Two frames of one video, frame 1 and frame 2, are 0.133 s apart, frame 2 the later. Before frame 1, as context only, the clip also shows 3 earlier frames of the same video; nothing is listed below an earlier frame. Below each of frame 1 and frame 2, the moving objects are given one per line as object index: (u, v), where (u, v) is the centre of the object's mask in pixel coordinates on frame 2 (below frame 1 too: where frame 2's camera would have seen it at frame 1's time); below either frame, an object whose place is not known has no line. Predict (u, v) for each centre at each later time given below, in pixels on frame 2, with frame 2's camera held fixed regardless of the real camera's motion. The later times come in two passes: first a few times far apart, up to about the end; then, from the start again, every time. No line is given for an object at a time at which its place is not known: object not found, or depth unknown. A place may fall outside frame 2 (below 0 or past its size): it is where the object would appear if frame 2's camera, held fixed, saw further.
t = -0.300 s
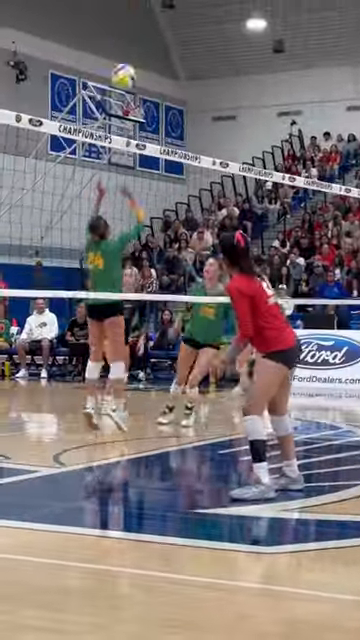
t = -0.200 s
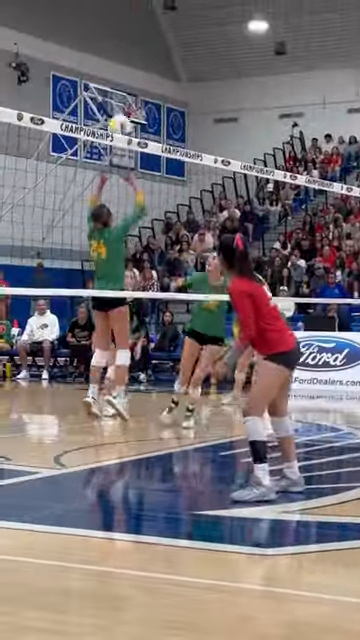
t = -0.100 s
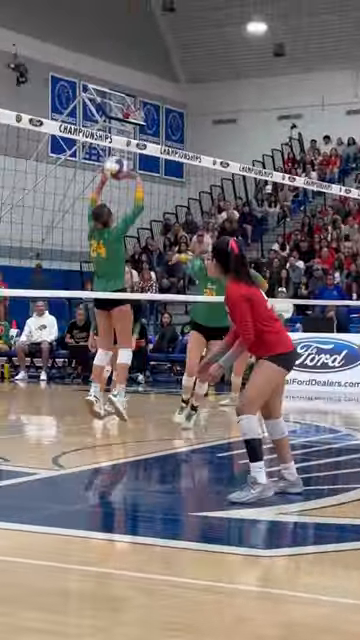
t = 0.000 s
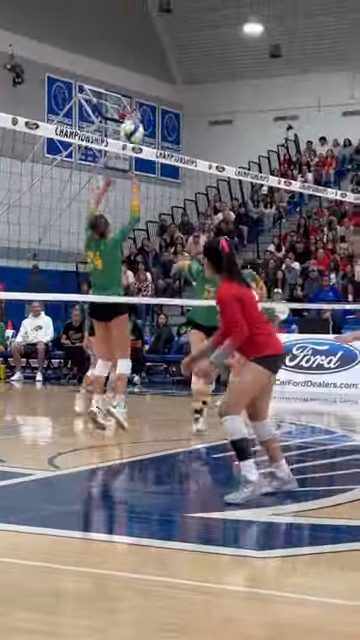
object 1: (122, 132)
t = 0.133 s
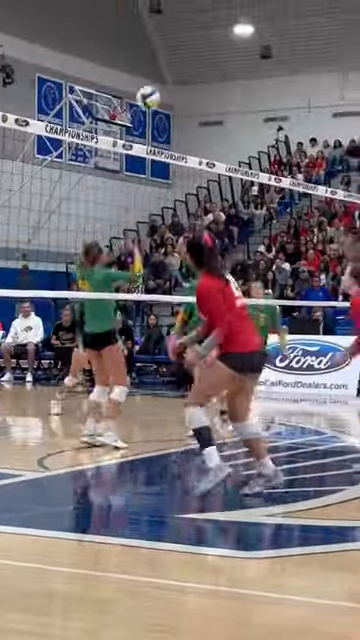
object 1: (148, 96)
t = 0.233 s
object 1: (167, 85)
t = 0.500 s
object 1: (215, 105)
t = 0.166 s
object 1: (155, 92)
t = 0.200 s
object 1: (161, 87)
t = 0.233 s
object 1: (167, 85)
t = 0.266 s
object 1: (173, 83)
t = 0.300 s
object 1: (179, 83)
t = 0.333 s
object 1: (186, 84)
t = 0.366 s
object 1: (191, 86)
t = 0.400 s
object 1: (197, 89)
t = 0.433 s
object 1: (203, 93)
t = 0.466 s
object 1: (209, 98)
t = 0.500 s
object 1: (215, 105)
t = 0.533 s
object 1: (221, 113)
